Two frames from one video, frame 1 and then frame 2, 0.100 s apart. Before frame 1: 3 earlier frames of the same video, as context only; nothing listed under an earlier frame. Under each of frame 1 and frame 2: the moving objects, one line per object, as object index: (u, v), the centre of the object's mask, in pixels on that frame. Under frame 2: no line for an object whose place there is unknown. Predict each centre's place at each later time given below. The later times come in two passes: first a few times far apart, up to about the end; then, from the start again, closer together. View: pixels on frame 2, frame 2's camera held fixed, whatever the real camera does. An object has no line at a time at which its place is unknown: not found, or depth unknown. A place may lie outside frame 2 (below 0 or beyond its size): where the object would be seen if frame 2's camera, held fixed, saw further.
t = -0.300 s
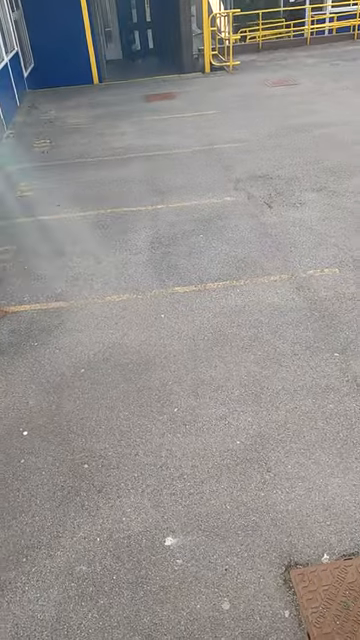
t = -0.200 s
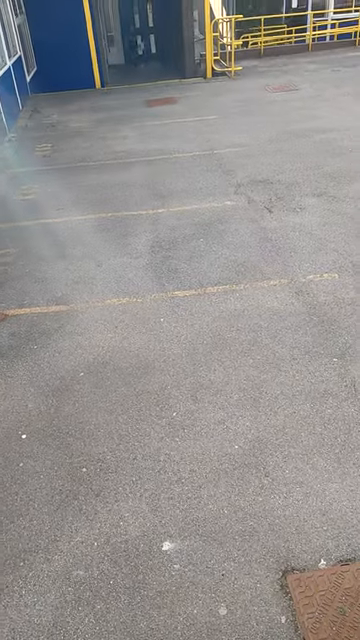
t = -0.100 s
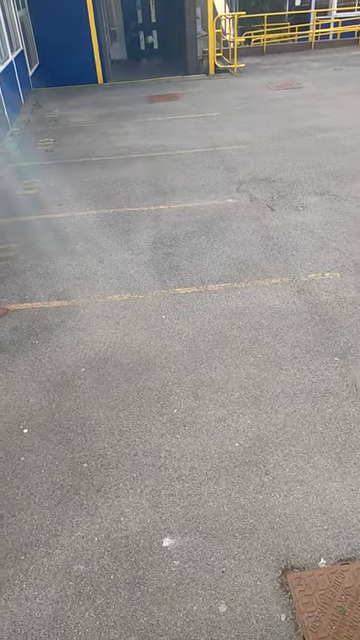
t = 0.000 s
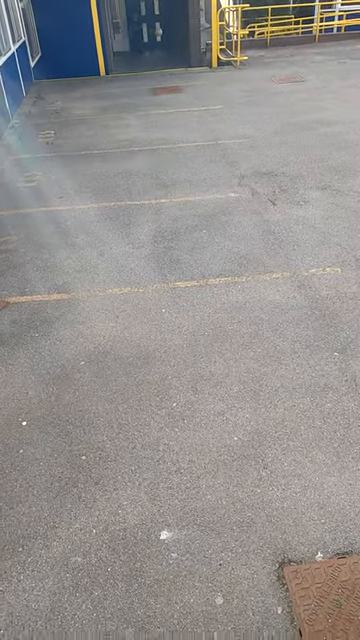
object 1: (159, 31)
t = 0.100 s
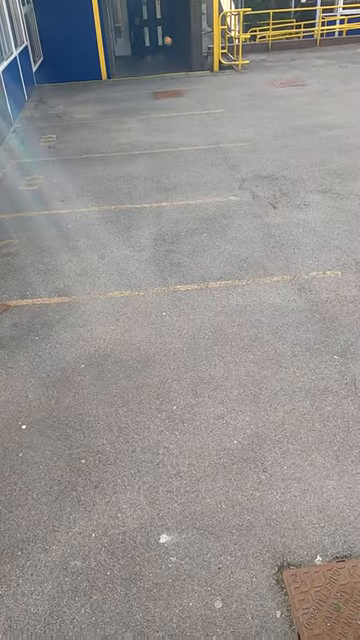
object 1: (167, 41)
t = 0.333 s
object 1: (186, 68)
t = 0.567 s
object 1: (197, 63)
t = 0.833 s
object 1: (212, 85)
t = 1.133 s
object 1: (225, 89)
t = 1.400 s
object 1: (234, 100)
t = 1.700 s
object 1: (253, 114)
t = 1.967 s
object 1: (266, 128)
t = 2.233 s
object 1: (281, 144)
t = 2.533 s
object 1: (297, 161)
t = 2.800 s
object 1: (312, 179)
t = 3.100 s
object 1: (331, 201)
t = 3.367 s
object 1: (351, 224)
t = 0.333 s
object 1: (186, 68)
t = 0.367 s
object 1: (188, 69)
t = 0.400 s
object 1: (190, 67)
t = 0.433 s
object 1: (191, 65)
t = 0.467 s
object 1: (192, 64)
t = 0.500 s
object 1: (194, 63)
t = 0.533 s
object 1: (195, 63)
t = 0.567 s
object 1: (197, 63)
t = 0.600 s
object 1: (198, 63)
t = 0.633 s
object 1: (200, 65)
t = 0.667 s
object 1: (202, 66)
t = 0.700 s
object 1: (204, 68)
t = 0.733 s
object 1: (206, 71)
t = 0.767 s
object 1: (207, 75)
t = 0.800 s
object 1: (209, 80)
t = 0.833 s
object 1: (212, 85)
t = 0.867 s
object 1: (213, 86)
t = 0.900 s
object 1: (215, 84)
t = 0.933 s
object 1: (216, 83)
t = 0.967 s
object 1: (217, 83)
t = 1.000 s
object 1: (218, 83)
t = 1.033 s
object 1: (220, 83)
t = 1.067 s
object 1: (221, 84)
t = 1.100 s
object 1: (223, 86)
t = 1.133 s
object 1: (225, 89)
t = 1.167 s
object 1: (226, 92)
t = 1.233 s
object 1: (228, 100)
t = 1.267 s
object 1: (230, 99)
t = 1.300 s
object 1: (232, 98)
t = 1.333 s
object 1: (233, 98)
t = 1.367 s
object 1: (235, 99)
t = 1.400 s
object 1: (234, 100)
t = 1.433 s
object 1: (236, 101)
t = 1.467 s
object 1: (239, 103)
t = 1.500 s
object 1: (243, 107)
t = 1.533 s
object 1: (246, 111)
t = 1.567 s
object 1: (247, 111)
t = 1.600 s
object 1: (248, 111)
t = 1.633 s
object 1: (250, 112)
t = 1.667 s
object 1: (250, 113)
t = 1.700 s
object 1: (253, 114)
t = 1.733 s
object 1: (255, 117)
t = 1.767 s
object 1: (257, 121)
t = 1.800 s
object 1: (258, 124)
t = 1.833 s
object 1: (259, 124)
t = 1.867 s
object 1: (260, 124)
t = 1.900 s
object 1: (263, 125)
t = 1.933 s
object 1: (265, 126)
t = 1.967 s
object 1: (266, 128)
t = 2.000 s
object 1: (268, 130)
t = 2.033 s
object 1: (270, 134)
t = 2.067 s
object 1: (272, 135)
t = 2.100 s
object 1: (273, 136)
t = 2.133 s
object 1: (274, 136)
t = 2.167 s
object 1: (277, 138)
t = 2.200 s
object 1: (280, 141)
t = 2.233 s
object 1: (281, 144)
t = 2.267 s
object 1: (284, 146)
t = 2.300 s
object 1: (285, 147)
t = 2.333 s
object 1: (287, 148)
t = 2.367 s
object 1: (288, 151)
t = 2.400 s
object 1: (290, 155)
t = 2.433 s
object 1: (291, 156)
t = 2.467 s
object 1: (293, 157)
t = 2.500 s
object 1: (294, 158)
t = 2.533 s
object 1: (297, 161)
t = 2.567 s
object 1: (298, 164)
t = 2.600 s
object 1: (299, 166)
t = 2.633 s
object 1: (301, 167)
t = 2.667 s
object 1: (302, 170)
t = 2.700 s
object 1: (305, 173)
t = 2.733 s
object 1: (308, 174)
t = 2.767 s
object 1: (310, 176)
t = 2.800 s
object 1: (312, 179)
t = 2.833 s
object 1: (315, 181)
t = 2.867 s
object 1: (317, 182)
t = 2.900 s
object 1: (317, 186)
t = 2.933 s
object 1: (319, 189)
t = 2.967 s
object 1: (321, 191)
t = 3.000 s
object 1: (323, 193)
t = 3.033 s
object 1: (326, 197)
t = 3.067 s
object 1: (328, 198)
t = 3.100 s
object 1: (331, 201)
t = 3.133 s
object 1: (334, 205)
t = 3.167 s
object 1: (336, 207)
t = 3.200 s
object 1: (337, 210)
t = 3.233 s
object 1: (341, 212)
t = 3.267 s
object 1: (341, 214)
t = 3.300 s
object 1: (344, 218)
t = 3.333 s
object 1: (349, 221)
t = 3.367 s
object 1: (351, 224)
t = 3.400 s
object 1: (354, 226)
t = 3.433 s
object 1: (356, 230)
